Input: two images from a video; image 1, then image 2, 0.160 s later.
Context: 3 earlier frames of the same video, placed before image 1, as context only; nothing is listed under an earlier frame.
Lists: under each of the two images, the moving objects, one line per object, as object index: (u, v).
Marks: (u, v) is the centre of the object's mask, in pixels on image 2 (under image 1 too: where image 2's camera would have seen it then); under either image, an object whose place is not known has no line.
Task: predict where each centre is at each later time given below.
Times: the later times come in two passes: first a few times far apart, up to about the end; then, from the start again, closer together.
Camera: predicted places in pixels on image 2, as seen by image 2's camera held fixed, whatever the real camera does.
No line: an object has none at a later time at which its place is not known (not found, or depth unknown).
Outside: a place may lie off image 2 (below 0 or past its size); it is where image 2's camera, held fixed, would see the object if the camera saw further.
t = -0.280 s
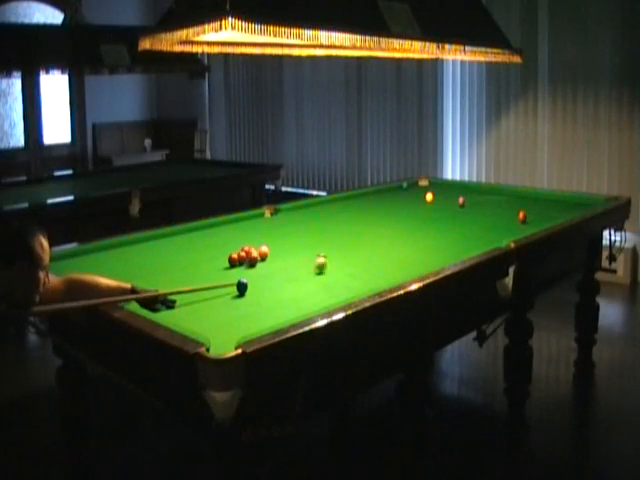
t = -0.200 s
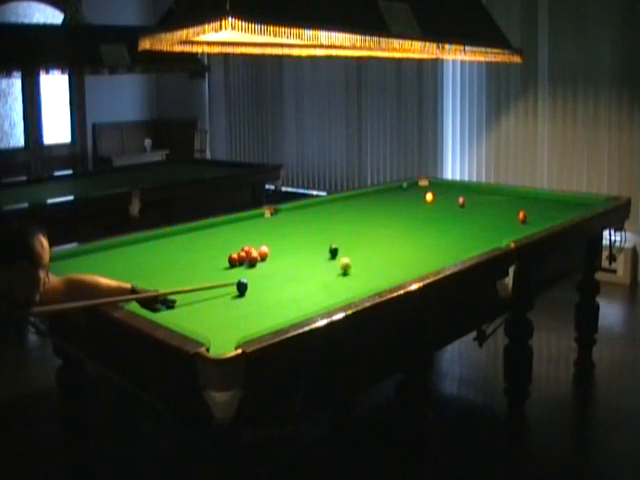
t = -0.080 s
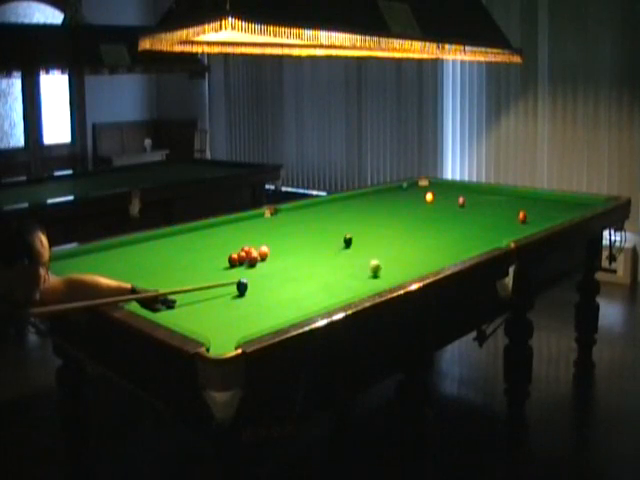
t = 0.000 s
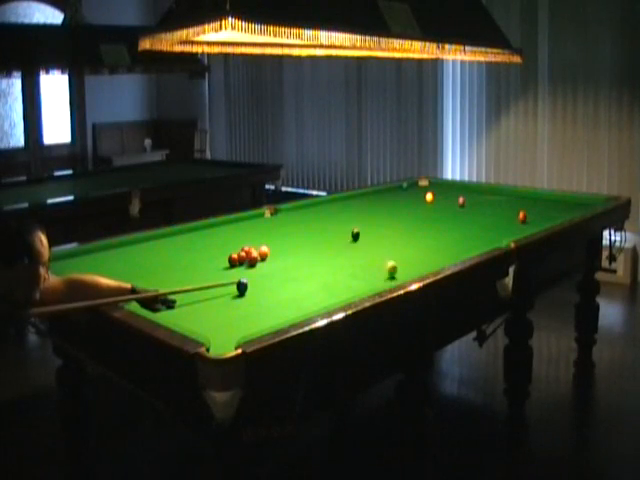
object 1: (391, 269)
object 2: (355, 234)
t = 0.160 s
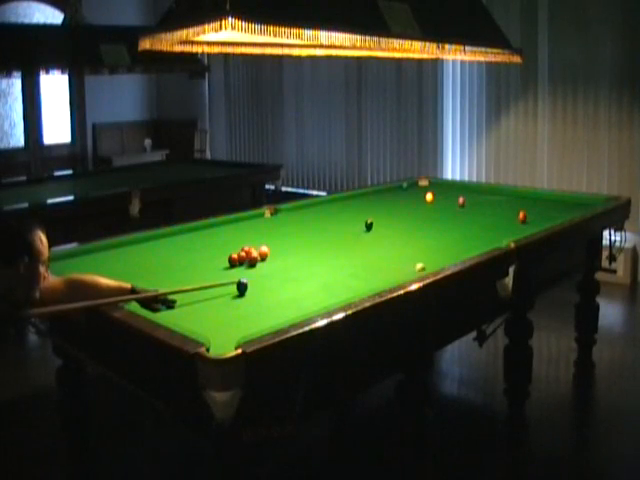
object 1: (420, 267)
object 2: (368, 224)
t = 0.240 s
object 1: (411, 267)
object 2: (374, 220)
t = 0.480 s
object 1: (393, 264)
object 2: (390, 208)
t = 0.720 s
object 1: (376, 260)
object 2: (403, 198)
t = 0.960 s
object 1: (361, 255)
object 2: (413, 190)
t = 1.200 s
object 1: (347, 252)
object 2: (423, 183)
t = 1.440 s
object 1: (335, 248)
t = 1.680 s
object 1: (324, 245)
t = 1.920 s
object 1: (314, 243)
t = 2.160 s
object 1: (305, 240)
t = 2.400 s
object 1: (297, 238)
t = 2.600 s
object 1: (291, 236)
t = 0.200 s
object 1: (415, 267)
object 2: (372, 222)
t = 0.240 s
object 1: (411, 267)
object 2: (374, 220)
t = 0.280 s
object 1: (408, 267)
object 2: (377, 218)
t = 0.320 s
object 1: (405, 267)
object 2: (380, 216)
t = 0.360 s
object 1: (402, 267)
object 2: (383, 214)
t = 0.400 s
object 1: (399, 266)
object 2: (385, 212)
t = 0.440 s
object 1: (396, 265)
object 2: (387, 210)
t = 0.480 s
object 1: (393, 264)
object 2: (390, 208)
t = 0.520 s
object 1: (390, 263)
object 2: (392, 206)
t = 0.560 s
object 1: (387, 263)
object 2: (394, 205)
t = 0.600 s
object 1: (384, 262)
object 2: (396, 204)
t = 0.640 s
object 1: (381, 261)
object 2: (399, 201)
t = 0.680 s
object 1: (379, 260)
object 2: (401, 200)
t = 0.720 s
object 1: (376, 260)
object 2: (403, 198)
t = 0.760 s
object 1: (373, 259)
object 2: (405, 197)
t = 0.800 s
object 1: (371, 258)
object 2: (406, 196)
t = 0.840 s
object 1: (368, 258)
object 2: (408, 195)
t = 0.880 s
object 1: (366, 257)
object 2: (410, 193)
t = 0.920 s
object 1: (363, 256)
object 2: (412, 192)
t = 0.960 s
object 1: (361, 255)
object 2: (413, 190)
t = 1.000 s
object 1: (358, 255)
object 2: (415, 189)
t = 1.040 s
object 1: (356, 254)
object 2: (417, 188)
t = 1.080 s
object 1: (354, 254)
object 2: (418, 187)
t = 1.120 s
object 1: (352, 253)
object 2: (420, 186)
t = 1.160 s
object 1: (349, 252)
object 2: (421, 185)
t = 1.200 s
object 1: (347, 252)
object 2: (423, 183)
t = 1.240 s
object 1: (345, 251)
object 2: (424, 182)
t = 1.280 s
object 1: (343, 251)
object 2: (426, 182)
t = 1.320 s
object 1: (341, 250)
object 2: (423, 181)
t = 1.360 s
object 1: (339, 249)
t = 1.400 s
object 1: (337, 249)
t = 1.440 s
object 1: (335, 248)
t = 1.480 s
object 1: (333, 248)
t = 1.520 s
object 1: (331, 247)
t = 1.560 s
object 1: (329, 247)
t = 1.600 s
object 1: (327, 246)
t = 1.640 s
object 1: (326, 246)
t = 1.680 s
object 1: (324, 245)
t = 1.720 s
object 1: (322, 245)
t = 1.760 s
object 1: (321, 244)
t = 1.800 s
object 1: (319, 244)
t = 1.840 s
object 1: (317, 243)
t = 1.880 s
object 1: (315, 243)
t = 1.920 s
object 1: (314, 243)
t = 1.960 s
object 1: (312, 242)
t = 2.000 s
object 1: (311, 242)
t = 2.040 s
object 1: (309, 242)
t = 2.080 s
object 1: (308, 241)
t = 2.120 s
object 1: (306, 241)
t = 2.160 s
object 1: (305, 240)
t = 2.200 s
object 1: (304, 240)
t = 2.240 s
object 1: (302, 240)
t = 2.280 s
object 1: (301, 239)
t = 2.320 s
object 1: (299, 239)
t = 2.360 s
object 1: (298, 239)
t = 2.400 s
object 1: (297, 238)
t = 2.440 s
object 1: (295, 238)
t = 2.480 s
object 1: (294, 238)
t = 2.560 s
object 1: (292, 237)
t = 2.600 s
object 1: (291, 236)
